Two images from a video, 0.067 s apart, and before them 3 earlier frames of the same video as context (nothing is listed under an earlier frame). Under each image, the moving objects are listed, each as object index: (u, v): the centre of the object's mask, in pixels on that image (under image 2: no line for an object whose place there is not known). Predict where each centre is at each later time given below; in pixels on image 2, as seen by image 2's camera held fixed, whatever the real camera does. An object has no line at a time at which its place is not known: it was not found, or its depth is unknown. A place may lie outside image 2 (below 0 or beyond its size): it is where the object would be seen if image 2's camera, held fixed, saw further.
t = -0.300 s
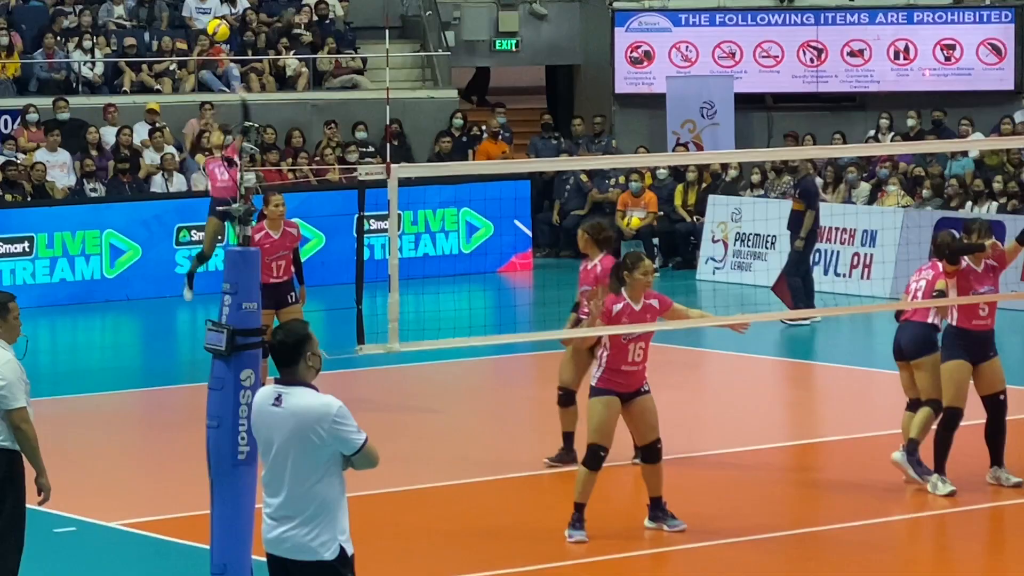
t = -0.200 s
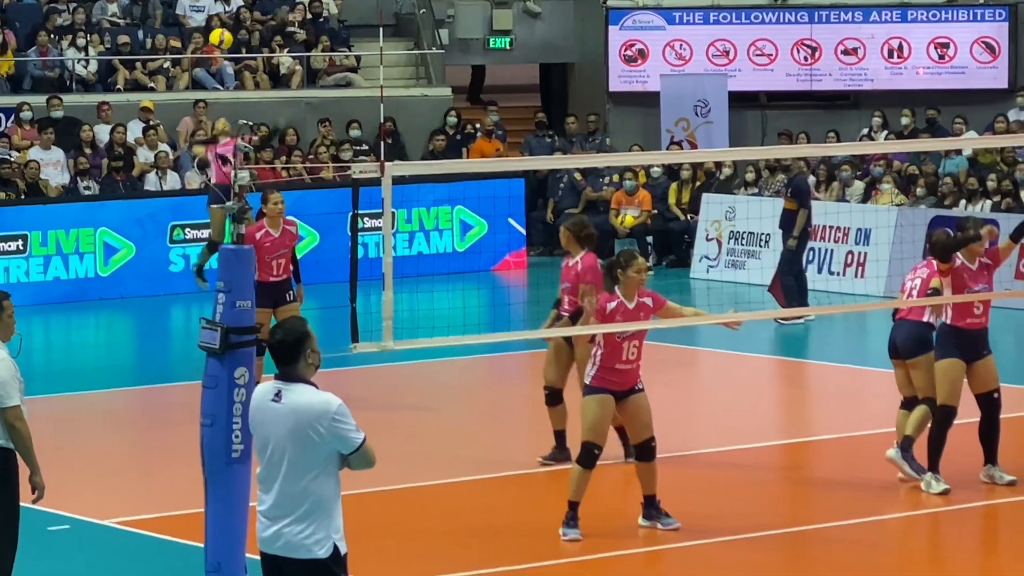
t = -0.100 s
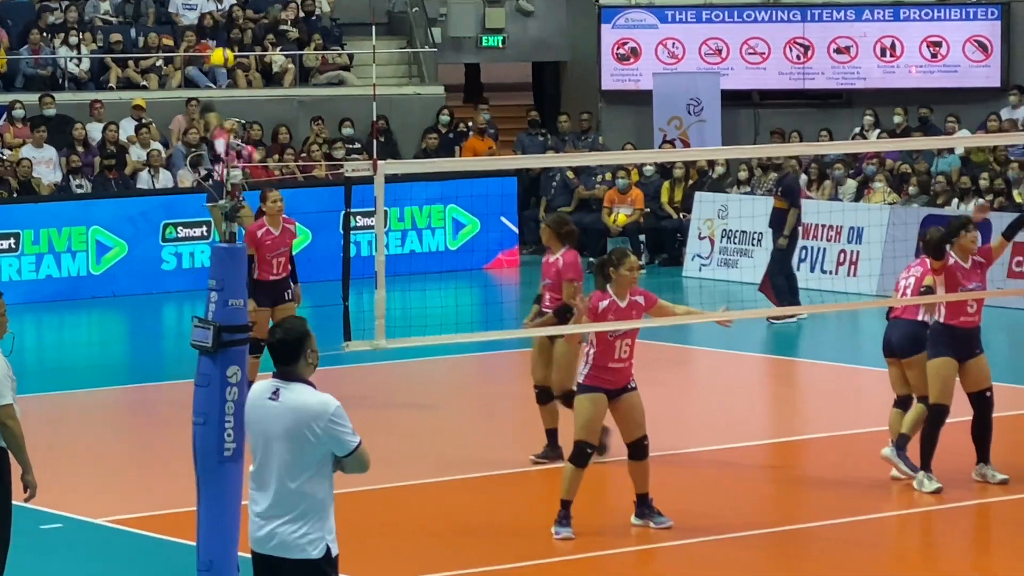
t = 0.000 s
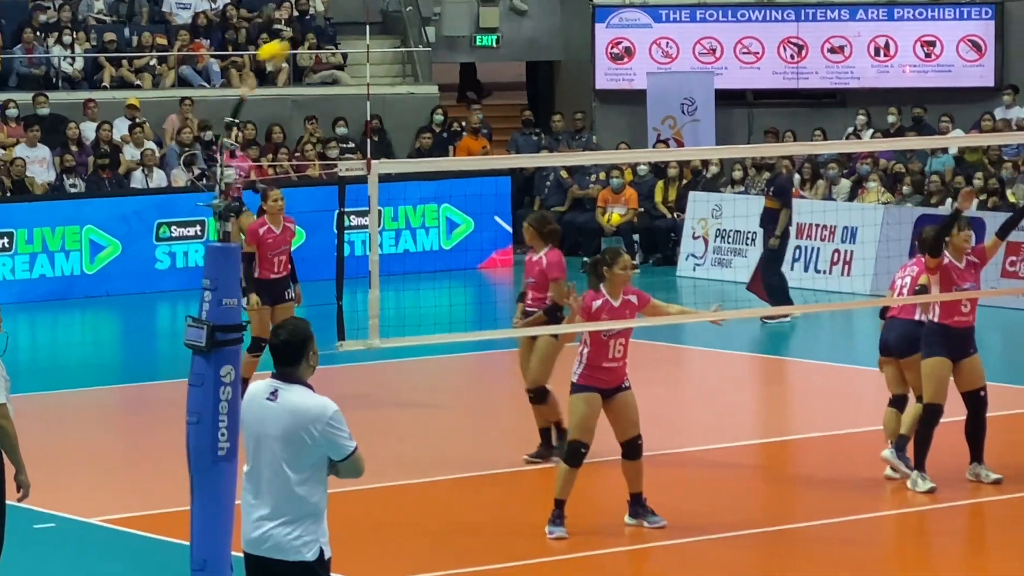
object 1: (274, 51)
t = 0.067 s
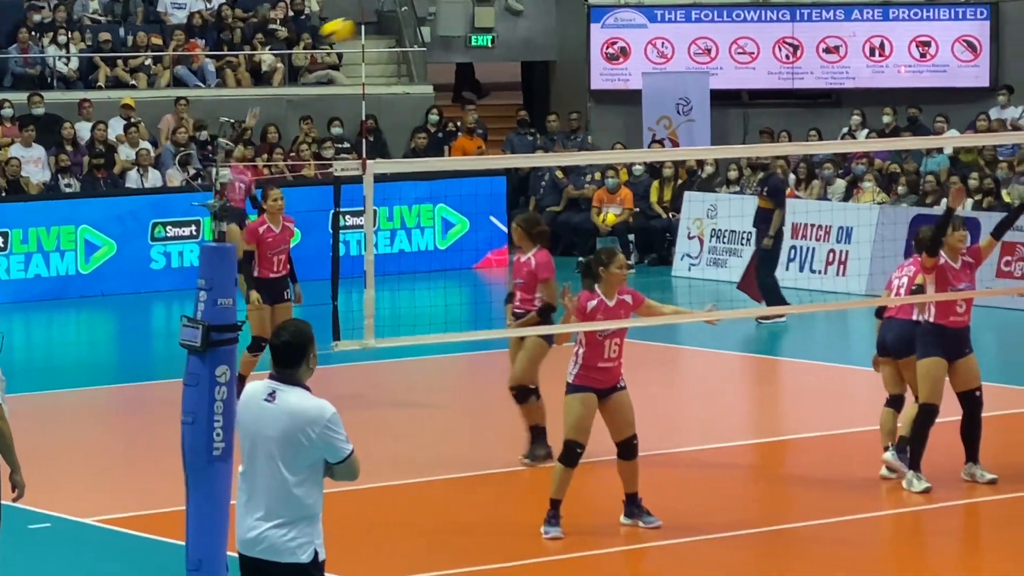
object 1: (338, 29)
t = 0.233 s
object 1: (521, 4)
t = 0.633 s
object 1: (1055, 91)
